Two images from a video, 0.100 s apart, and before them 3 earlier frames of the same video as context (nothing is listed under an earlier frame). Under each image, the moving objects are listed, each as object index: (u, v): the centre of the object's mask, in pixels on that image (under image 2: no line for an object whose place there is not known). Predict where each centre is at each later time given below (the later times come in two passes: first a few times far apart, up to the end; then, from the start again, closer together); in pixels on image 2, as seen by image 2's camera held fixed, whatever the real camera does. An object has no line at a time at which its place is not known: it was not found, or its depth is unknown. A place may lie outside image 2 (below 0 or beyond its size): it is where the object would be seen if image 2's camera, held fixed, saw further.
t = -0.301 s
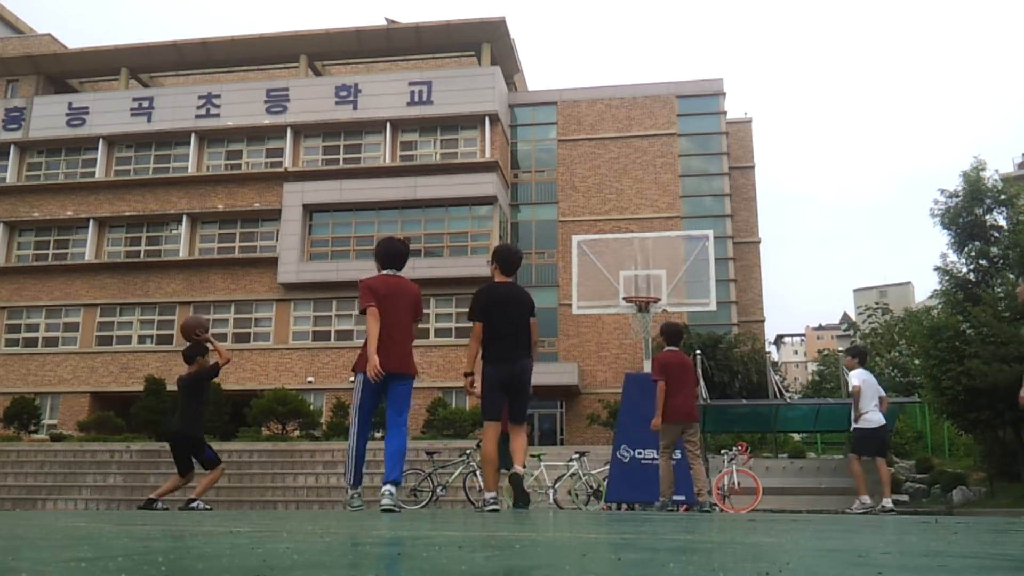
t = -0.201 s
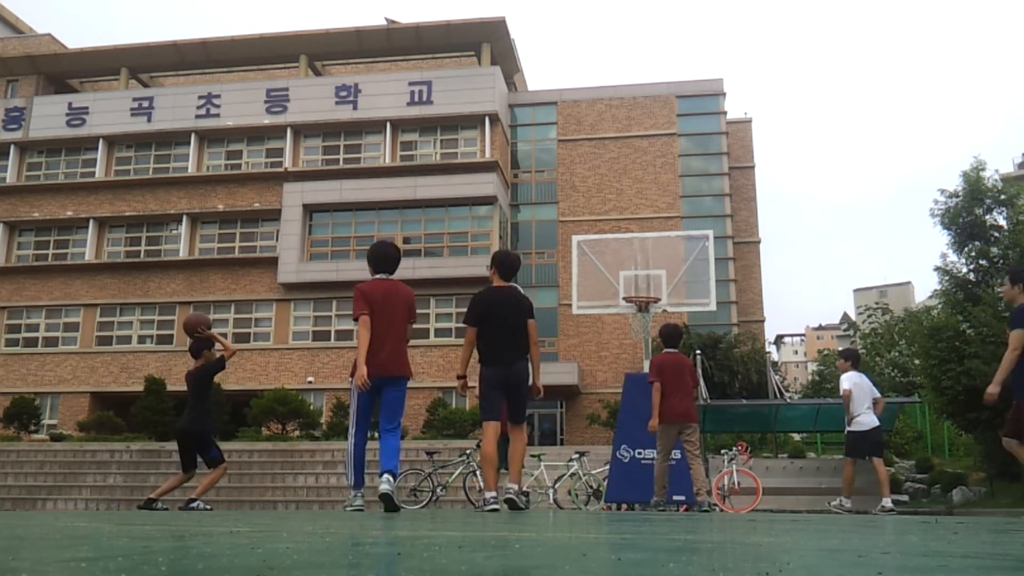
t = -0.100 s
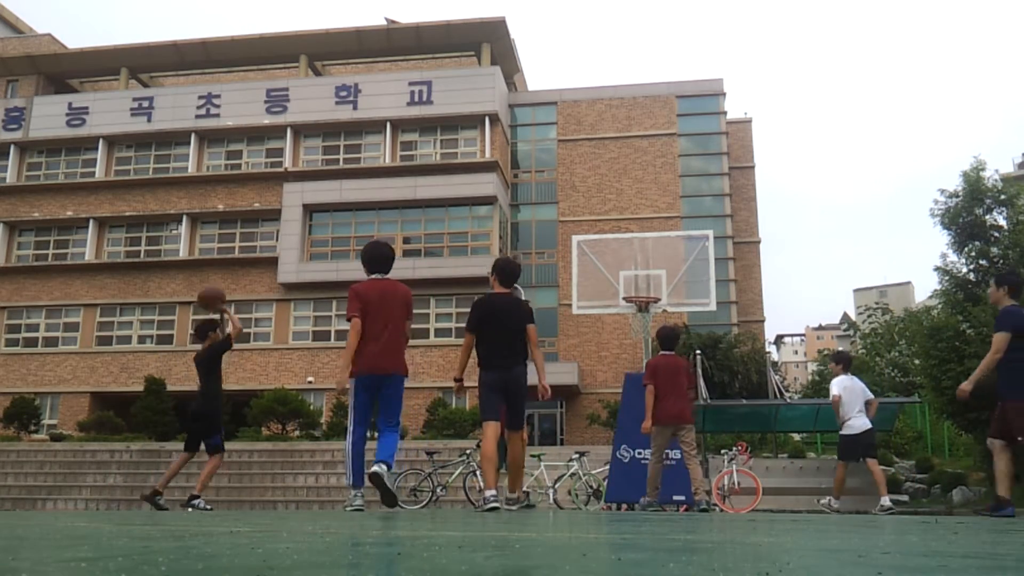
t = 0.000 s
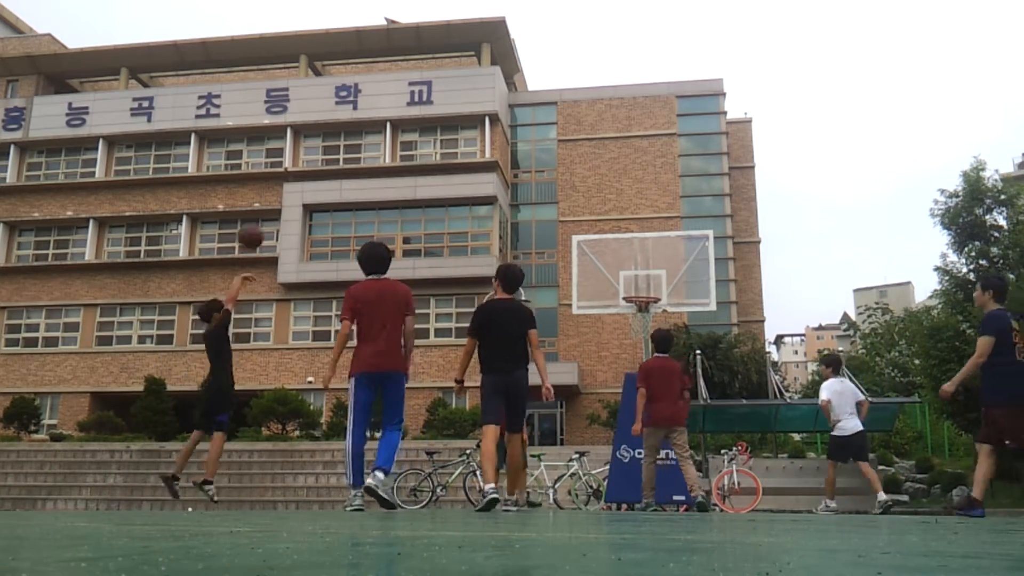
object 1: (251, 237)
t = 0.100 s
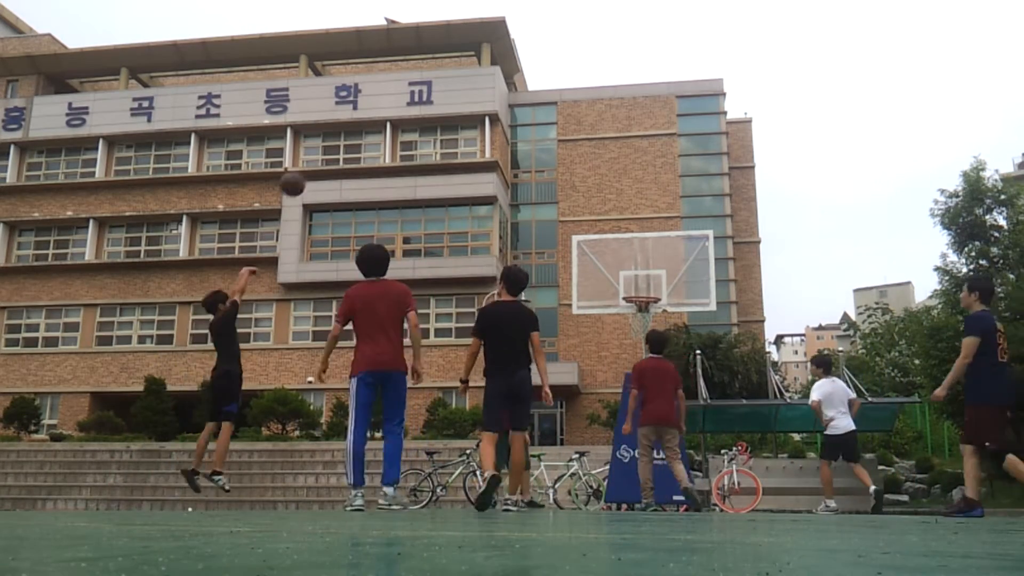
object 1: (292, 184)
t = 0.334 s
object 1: (377, 110)
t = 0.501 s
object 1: (428, 90)
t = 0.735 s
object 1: (492, 101)
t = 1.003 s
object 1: (558, 163)
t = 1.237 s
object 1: (611, 258)
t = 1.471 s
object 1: (629, 259)
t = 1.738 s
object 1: (636, 255)
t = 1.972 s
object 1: (644, 298)
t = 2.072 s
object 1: (648, 332)
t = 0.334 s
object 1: (377, 110)
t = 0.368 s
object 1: (387, 104)
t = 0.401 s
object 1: (398, 99)
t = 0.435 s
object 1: (409, 95)
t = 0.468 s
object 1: (418, 92)
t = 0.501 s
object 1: (428, 90)
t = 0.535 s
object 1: (438, 89)
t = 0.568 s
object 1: (448, 89)
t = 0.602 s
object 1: (457, 89)
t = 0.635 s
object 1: (466, 91)
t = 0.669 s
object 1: (475, 94)
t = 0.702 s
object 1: (484, 97)
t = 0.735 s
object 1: (492, 101)
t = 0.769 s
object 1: (502, 106)
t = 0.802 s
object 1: (509, 112)
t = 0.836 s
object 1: (518, 118)
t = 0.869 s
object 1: (527, 126)
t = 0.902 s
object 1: (534, 134)
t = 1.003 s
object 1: (558, 163)
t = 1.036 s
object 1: (565, 175)
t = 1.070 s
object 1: (573, 186)
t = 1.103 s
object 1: (581, 199)
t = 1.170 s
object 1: (596, 227)
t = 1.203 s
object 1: (603, 242)
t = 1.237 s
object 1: (611, 258)
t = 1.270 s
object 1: (618, 274)
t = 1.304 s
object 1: (624, 289)
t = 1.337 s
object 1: (625, 281)
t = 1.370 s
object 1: (626, 274)
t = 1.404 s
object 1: (627, 268)
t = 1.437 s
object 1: (628, 263)
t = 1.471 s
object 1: (629, 259)
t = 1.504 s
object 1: (629, 256)
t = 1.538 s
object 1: (630, 253)
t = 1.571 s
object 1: (631, 251)
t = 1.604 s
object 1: (632, 251)
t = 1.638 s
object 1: (633, 251)
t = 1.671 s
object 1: (634, 251)
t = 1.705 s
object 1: (635, 253)
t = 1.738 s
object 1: (636, 255)
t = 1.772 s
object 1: (637, 259)
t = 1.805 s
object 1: (638, 263)
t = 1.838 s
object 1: (639, 268)
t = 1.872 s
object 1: (640, 274)
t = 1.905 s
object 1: (641, 281)
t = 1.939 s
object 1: (643, 289)
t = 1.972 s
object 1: (644, 298)
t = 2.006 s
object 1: (645, 308)
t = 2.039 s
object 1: (647, 319)
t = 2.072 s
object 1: (648, 332)
